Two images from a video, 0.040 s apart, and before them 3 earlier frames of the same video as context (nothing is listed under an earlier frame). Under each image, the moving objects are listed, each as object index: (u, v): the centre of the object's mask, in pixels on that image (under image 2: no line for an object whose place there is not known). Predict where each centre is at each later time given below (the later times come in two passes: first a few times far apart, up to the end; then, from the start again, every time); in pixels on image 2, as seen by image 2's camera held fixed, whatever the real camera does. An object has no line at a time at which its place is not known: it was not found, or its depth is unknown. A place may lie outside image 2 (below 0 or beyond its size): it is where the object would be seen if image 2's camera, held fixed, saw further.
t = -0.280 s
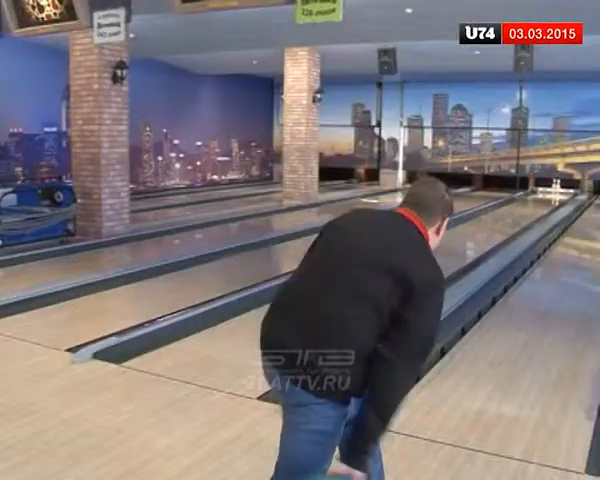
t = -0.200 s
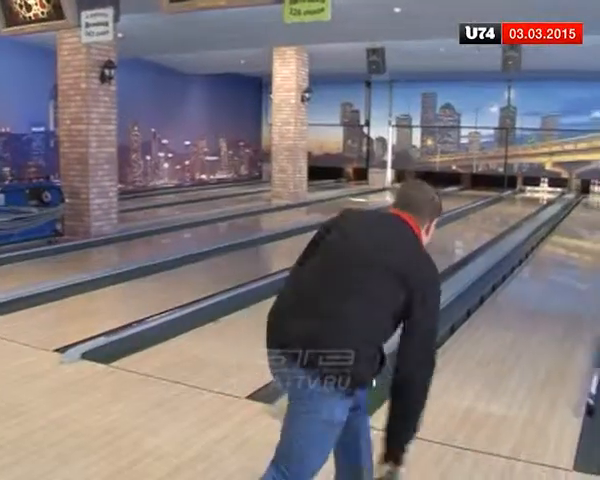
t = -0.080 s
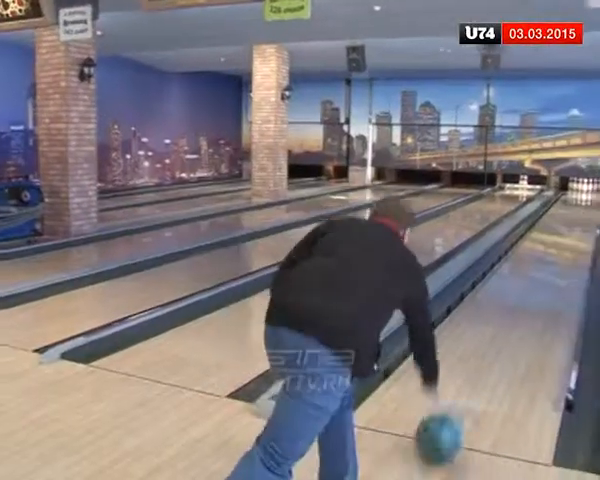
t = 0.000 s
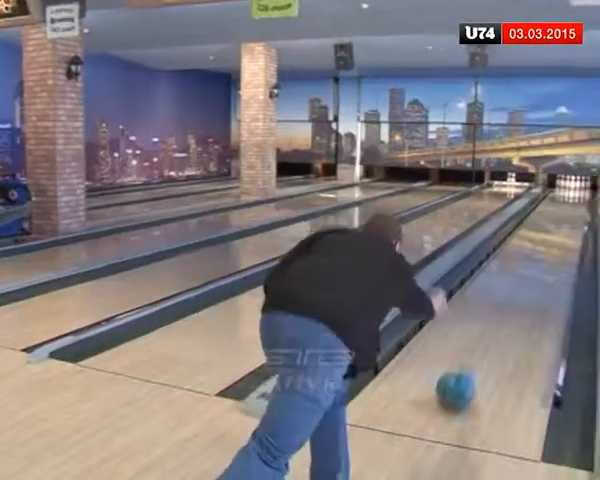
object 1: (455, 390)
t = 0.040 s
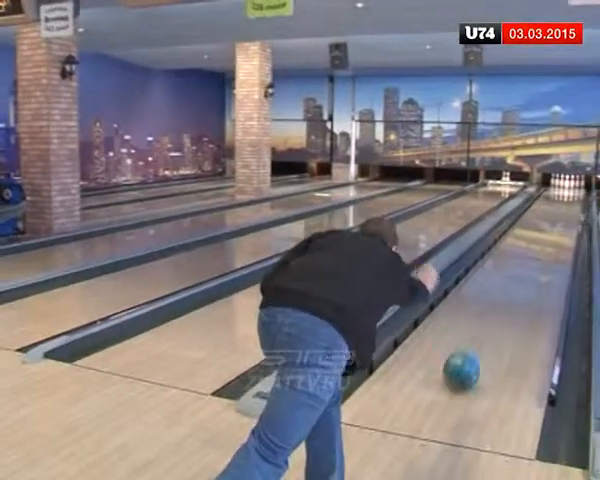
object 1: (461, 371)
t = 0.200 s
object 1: (489, 322)
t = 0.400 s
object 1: (515, 282)
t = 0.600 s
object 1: (530, 257)
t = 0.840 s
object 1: (541, 237)
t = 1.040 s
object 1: (548, 226)
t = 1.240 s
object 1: (554, 217)
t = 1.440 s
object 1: (558, 210)
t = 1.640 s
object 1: (564, 202)
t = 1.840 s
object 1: (565, 199)
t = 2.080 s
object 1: (570, 195)
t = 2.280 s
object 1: (572, 194)
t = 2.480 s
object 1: (574, 190)
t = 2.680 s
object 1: (573, 190)
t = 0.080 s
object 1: (470, 356)
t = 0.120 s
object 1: (477, 343)
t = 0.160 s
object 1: (485, 332)
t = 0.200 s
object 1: (489, 322)
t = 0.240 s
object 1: (496, 311)
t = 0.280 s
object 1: (502, 304)
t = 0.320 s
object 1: (506, 295)
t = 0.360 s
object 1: (510, 287)
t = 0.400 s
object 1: (515, 282)
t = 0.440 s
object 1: (518, 275)
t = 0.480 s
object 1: (521, 271)
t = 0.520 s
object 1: (524, 266)
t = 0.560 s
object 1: (527, 260)
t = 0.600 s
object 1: (530, 257)
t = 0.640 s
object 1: (532, 252)
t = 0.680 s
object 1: (534, 249)
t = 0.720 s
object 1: (536, 246)
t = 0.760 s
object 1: (538, 241)
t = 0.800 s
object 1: (540, 239)
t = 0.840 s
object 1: (541, 237)
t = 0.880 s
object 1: (544, 234)
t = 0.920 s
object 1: (546, 231)
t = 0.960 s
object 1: (547, 229)
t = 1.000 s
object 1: (548, 226)
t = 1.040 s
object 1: (548, 226)
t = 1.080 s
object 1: (550, 224)
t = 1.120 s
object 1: (552, 221)
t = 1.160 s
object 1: (553, 220)
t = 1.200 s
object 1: (553, 219)
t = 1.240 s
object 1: (554, 217)
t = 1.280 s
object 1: (555, 215)
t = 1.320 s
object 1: (557, 211)
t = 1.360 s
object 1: (557, 211)
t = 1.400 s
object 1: (558, 210)
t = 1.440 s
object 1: (558, 210)
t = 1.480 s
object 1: (558, 209)
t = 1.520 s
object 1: (560, 206)
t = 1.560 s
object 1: (560, 207)
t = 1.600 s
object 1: (561, 206)
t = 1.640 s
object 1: (564, 202)
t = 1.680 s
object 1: (564, 202)
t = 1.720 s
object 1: (565, 200)
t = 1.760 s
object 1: (565, 199)
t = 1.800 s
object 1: (566, 199)
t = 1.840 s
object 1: (565, 199)
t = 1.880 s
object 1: (565, 199)
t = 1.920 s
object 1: (566, 199)
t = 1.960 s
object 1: (568, 196)
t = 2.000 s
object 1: (568, 196)
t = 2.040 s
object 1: (570, 195)
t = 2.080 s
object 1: (570, 195)
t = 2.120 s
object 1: (570, 195)
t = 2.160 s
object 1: (571, 194)
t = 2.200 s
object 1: (572, 195)
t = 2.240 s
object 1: (572, 195)
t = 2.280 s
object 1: (572, 194)
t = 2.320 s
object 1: (573, 192)
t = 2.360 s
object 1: (573, 192)
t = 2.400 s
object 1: (574, 190)
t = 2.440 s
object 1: (574, 190)
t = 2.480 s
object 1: (574, 190)
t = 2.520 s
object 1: (574, 189)
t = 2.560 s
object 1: (574, 188)
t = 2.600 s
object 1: (575, 187)
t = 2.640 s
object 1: (575, 188)
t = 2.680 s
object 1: (573, 190)
